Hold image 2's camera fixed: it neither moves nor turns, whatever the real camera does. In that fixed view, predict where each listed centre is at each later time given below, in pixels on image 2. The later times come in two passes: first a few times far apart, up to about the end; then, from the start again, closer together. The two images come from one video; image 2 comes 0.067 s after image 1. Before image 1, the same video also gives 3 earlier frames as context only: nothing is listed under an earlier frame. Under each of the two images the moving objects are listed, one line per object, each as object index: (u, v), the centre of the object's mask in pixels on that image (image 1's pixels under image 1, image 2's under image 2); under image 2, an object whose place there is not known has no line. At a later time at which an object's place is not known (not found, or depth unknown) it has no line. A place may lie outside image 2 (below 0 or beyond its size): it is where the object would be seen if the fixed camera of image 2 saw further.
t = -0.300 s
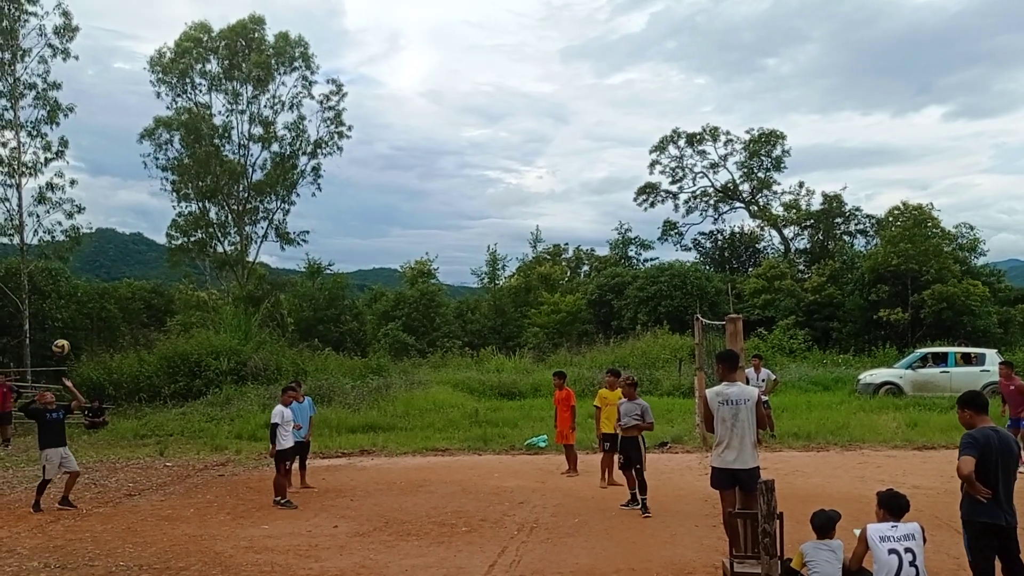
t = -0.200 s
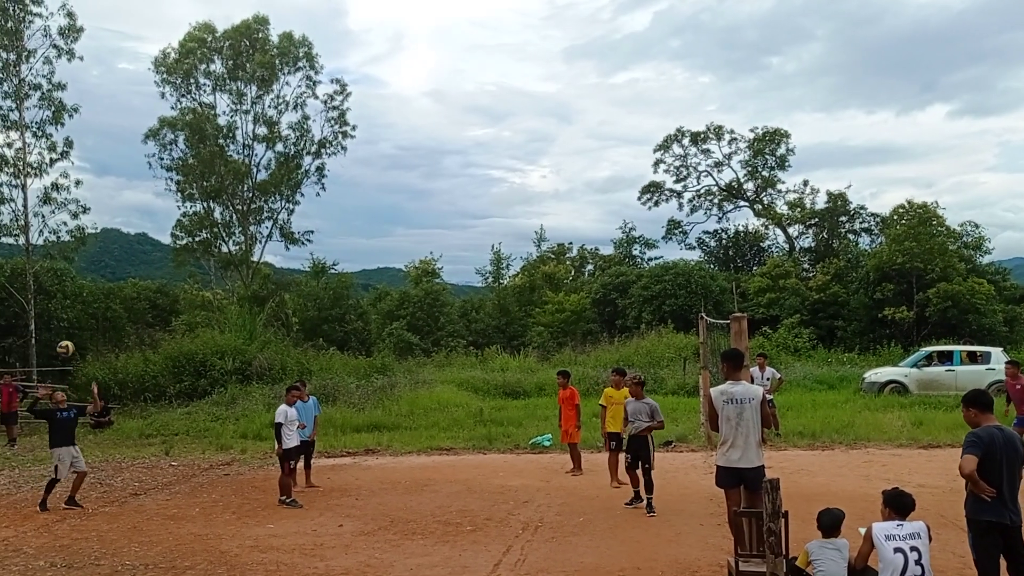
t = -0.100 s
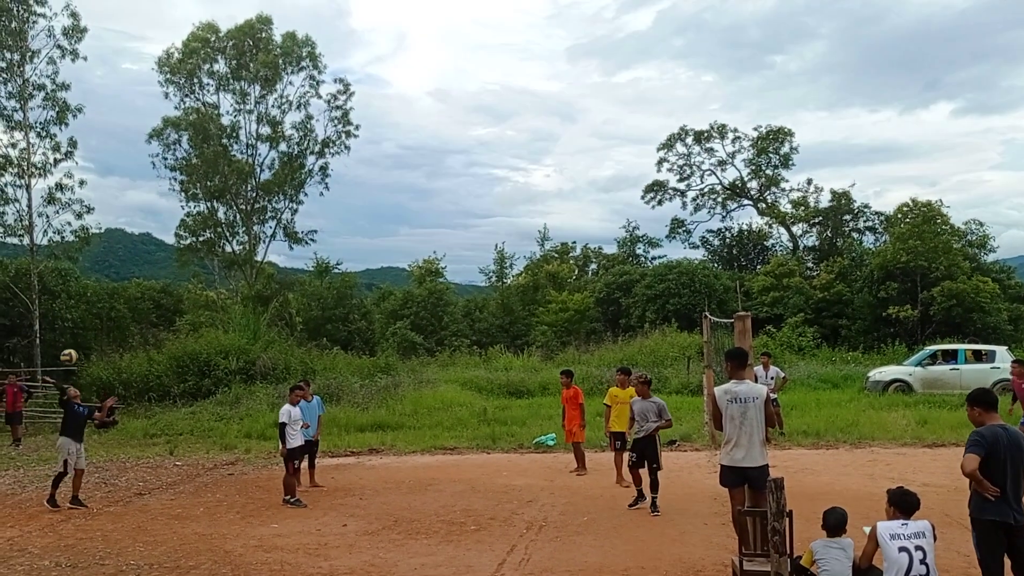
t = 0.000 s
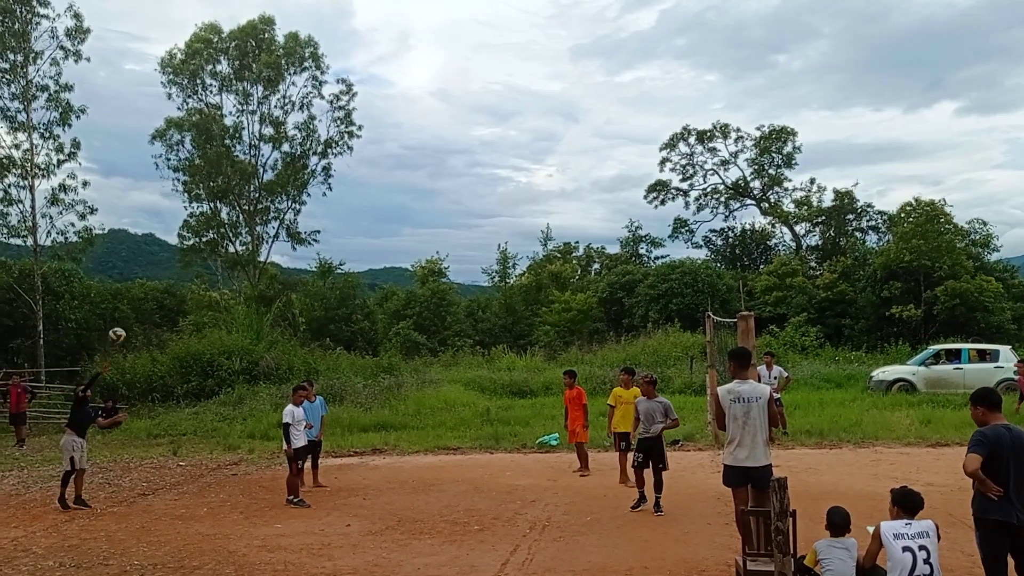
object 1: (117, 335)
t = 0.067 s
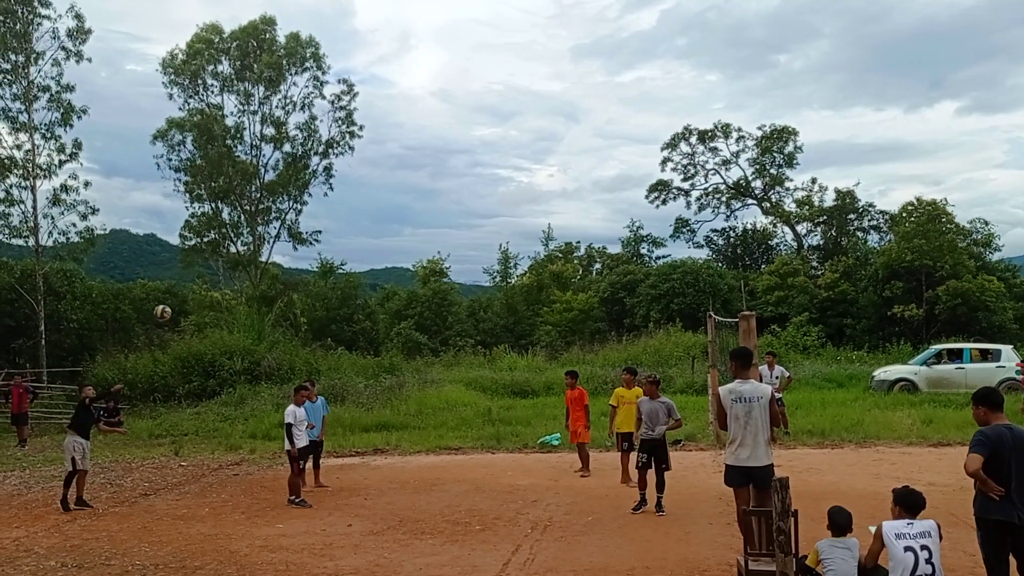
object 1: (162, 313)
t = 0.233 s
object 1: (275, 267)
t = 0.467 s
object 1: (438, 239)
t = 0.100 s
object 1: (185, 302)
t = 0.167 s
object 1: (229, 283)
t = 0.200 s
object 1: (252, 274)
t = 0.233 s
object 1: (275, 267)
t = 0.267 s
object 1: (298, 261)
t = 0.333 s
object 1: (345, 250)
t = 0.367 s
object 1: (368, 246)
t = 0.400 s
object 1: (391, 242)
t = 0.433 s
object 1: (414, 240)
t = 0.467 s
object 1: (438, 239)
